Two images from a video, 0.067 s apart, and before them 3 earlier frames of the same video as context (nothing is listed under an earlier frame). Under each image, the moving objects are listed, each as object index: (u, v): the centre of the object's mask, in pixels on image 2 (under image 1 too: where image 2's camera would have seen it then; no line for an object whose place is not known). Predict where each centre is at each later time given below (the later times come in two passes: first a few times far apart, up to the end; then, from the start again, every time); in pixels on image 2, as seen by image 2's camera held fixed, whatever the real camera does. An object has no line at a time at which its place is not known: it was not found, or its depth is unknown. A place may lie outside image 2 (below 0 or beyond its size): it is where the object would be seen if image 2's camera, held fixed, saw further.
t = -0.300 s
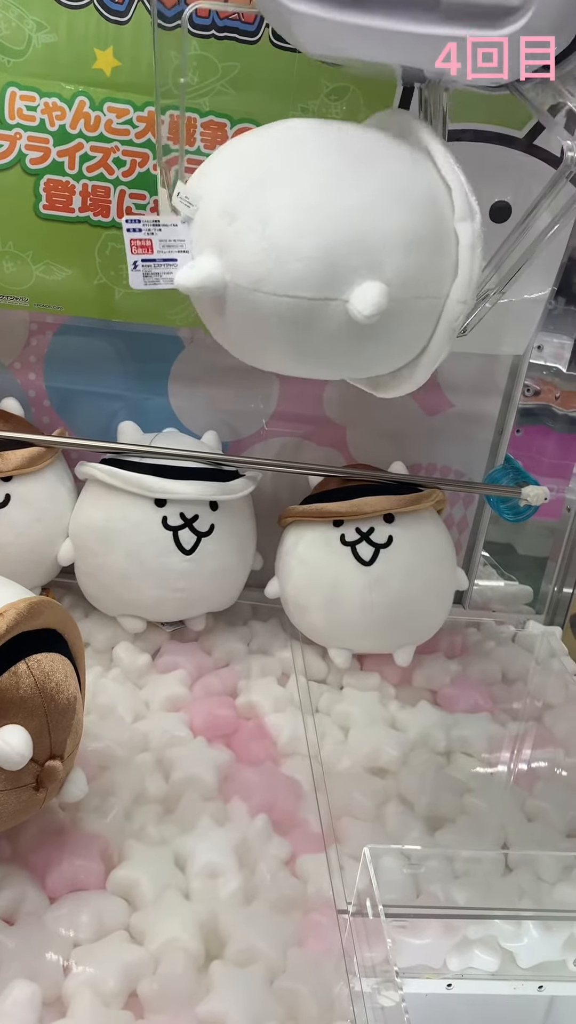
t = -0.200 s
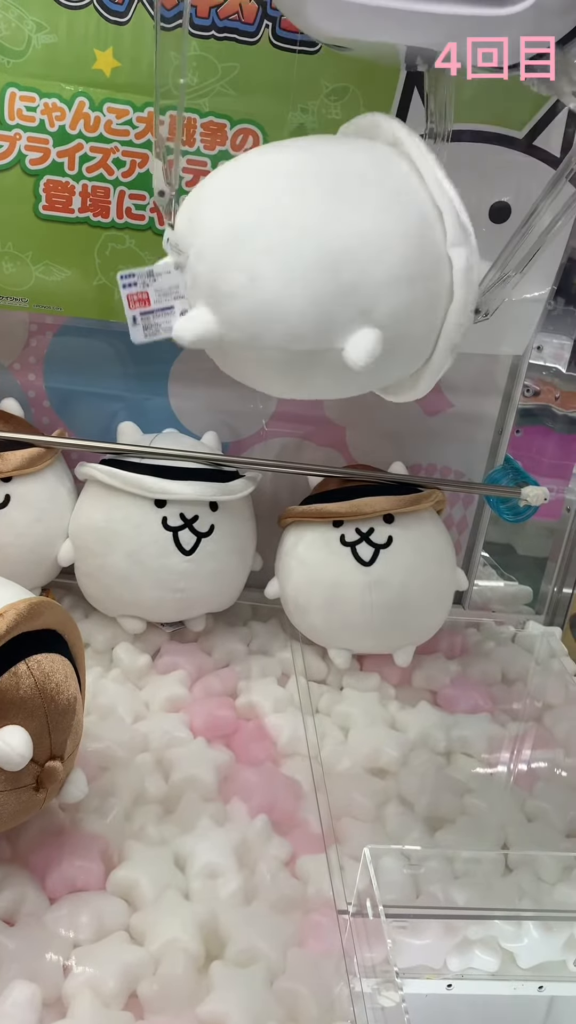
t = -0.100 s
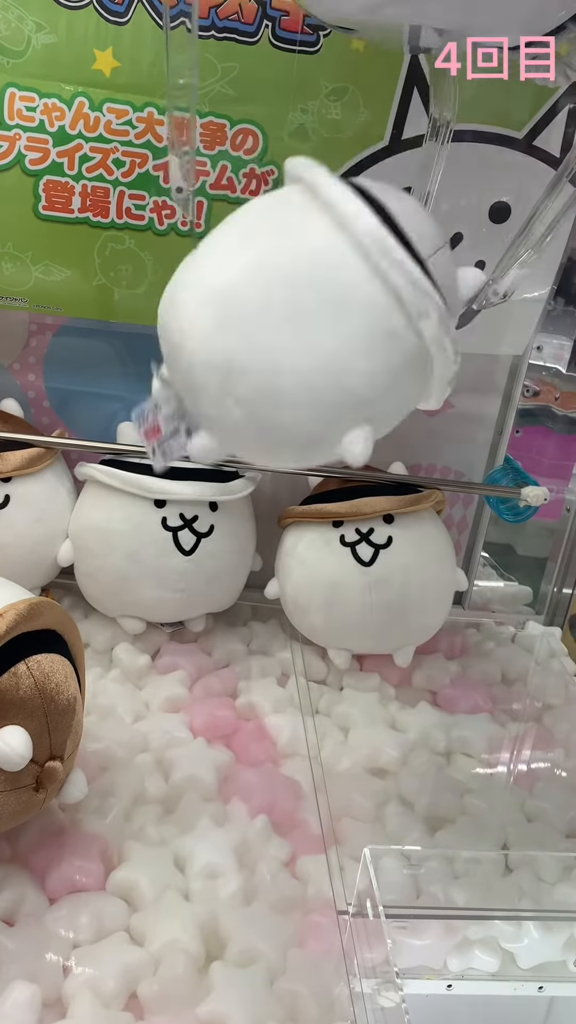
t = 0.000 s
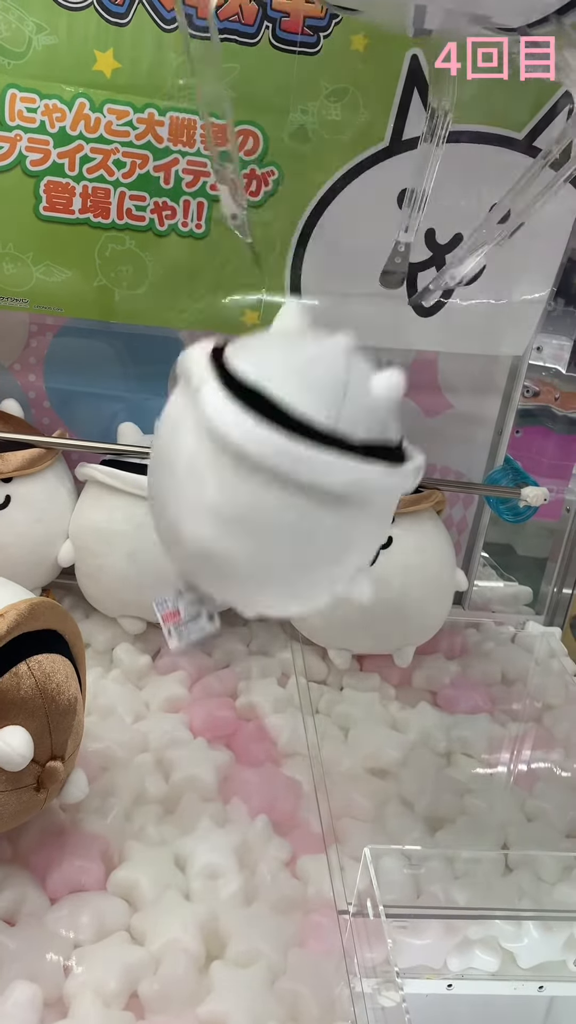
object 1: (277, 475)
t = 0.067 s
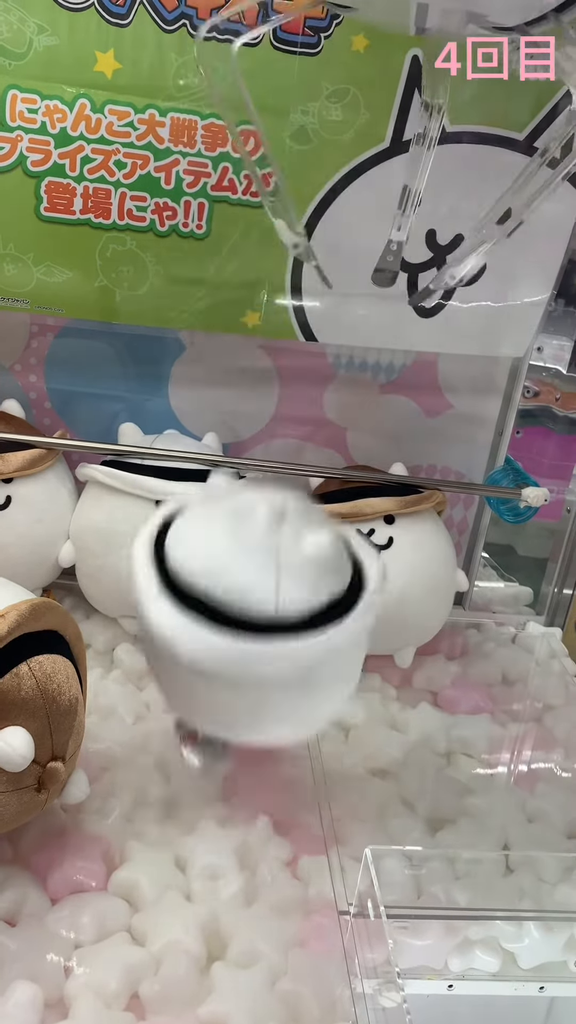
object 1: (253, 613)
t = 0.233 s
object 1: (180, 636)
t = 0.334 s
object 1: (152, 680)
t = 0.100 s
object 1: (237, 694)
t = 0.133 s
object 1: (225, 693)
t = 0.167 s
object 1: (212, 661)
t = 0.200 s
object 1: (197, 642)
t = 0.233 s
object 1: (180, 636)
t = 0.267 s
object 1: (166, 643)
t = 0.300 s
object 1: (156, 657)
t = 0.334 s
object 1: (152, 680)
